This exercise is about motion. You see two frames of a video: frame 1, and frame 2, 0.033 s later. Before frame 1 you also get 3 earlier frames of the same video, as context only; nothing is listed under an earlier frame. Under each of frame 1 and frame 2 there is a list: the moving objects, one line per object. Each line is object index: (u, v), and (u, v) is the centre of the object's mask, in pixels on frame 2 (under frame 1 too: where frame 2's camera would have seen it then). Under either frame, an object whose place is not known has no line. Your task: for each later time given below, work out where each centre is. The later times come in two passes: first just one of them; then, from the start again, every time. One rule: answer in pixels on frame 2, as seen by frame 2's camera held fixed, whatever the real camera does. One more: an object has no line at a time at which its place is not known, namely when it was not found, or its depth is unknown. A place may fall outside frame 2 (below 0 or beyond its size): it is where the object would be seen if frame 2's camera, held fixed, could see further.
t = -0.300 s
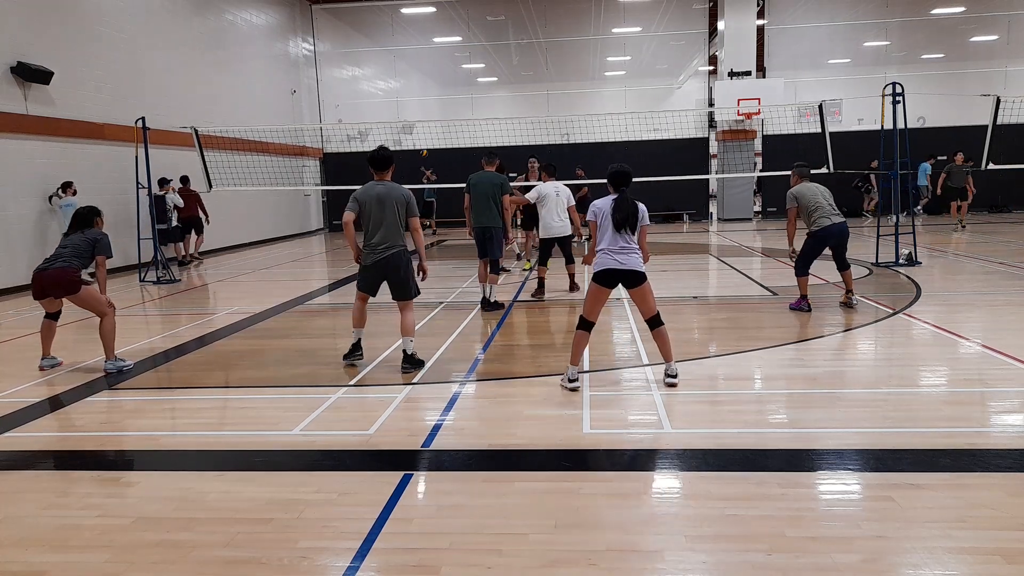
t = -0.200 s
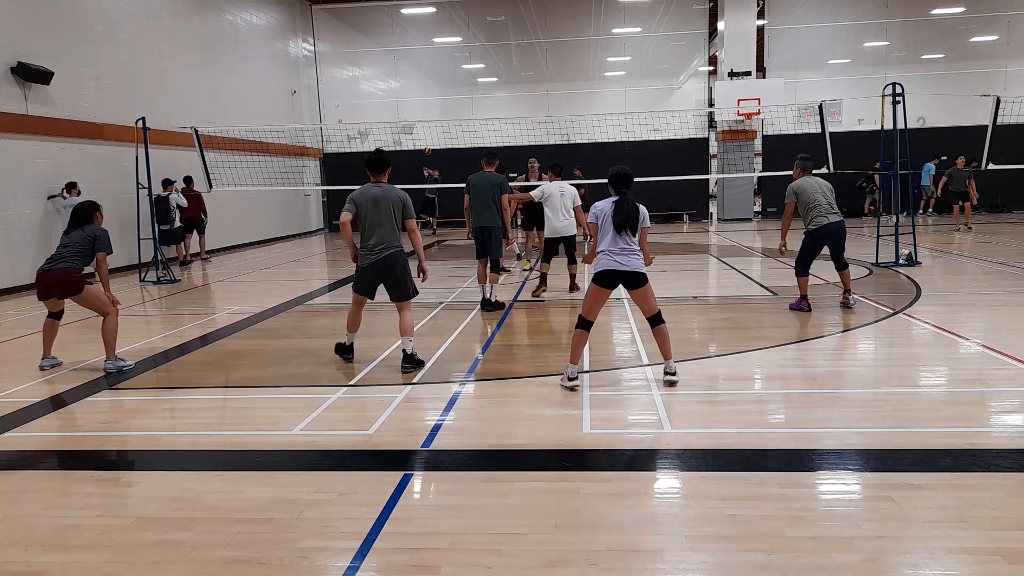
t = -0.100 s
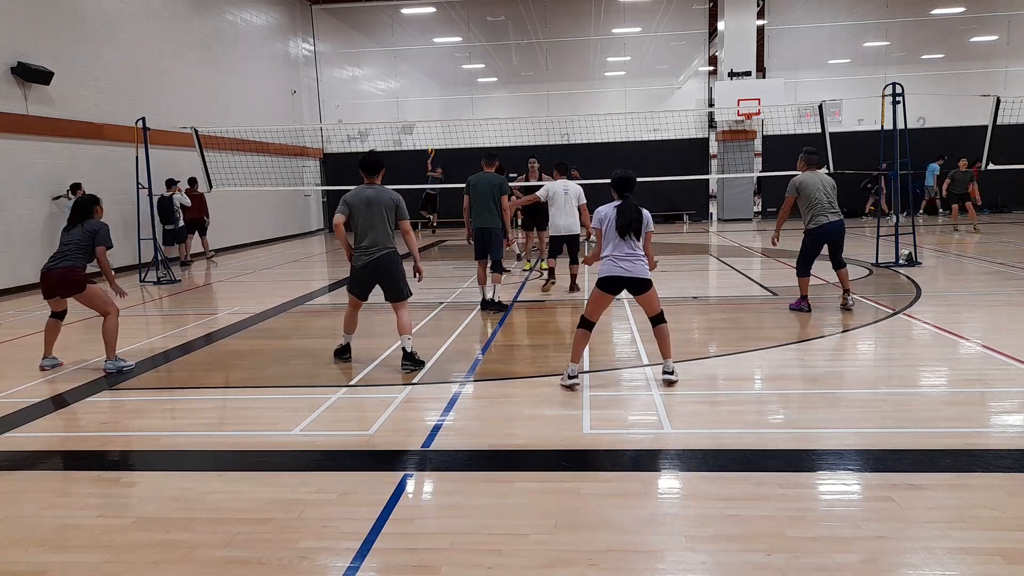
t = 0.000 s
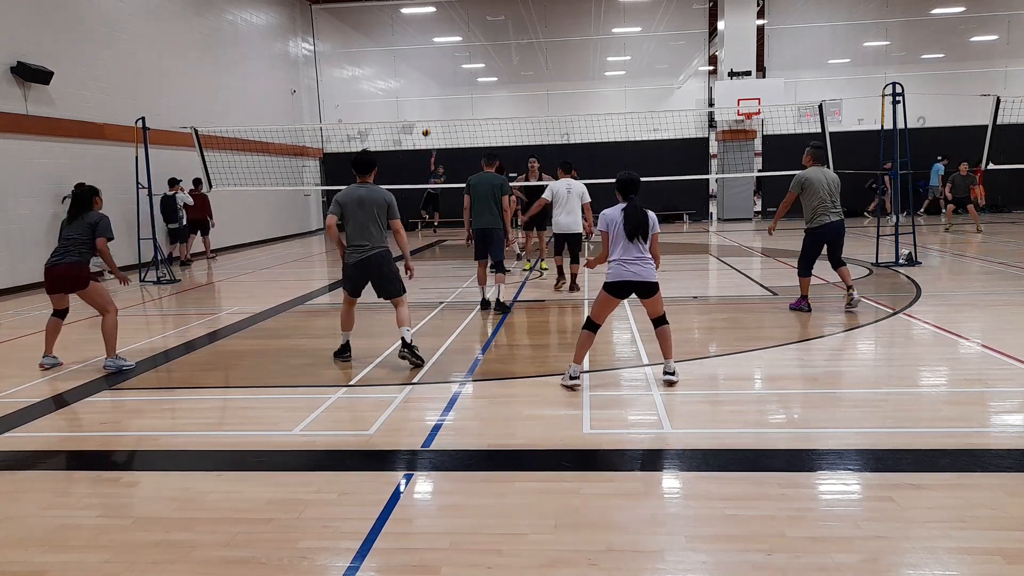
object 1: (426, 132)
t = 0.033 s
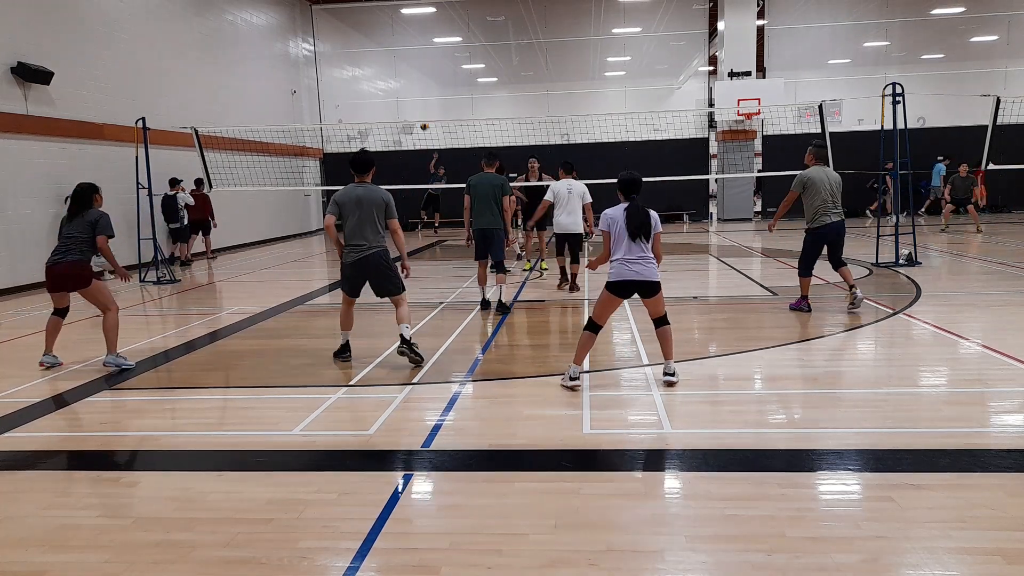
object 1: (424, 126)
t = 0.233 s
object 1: (411, 92)
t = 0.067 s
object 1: (422, 118)
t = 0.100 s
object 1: (420, 114)
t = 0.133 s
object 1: (418, 108)
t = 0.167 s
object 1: (416, 103)
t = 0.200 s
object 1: (414, 98)
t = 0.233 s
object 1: (411, 92)
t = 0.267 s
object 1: (409, 88)
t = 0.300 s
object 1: (404, 82)
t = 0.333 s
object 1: (401, 78)
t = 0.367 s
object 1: (400, 76)
